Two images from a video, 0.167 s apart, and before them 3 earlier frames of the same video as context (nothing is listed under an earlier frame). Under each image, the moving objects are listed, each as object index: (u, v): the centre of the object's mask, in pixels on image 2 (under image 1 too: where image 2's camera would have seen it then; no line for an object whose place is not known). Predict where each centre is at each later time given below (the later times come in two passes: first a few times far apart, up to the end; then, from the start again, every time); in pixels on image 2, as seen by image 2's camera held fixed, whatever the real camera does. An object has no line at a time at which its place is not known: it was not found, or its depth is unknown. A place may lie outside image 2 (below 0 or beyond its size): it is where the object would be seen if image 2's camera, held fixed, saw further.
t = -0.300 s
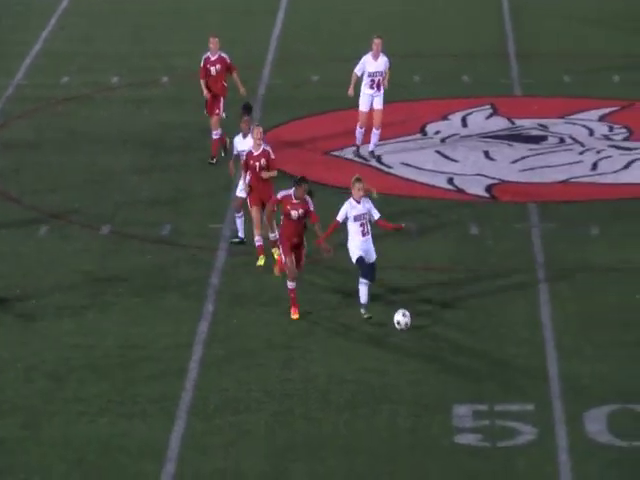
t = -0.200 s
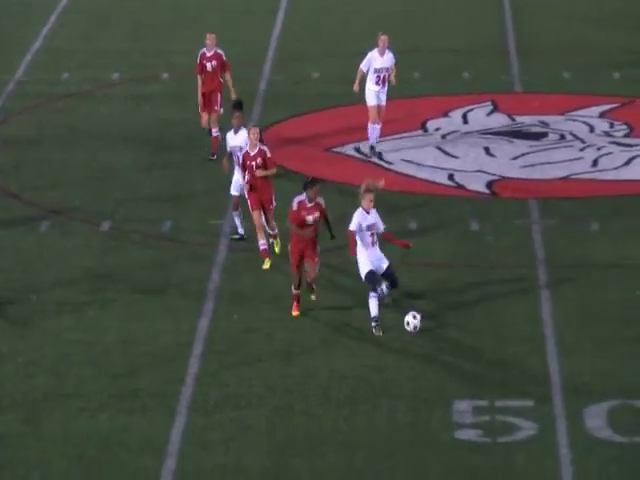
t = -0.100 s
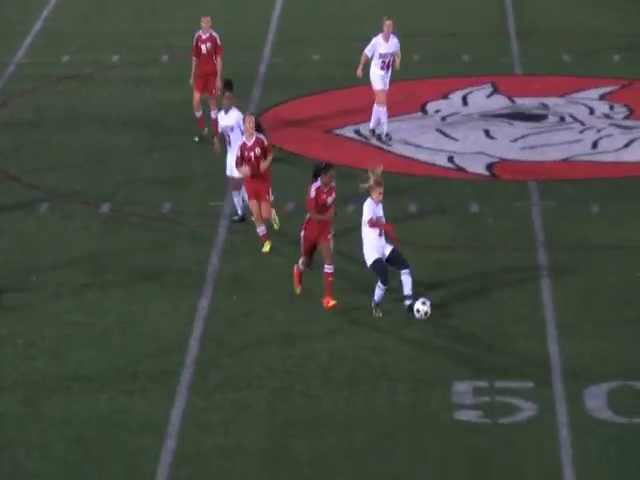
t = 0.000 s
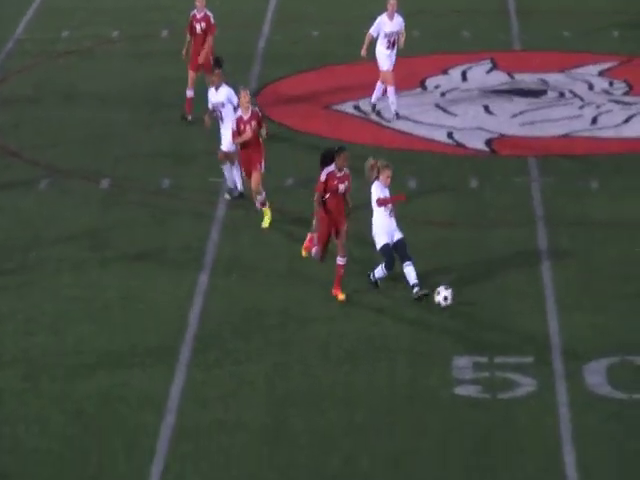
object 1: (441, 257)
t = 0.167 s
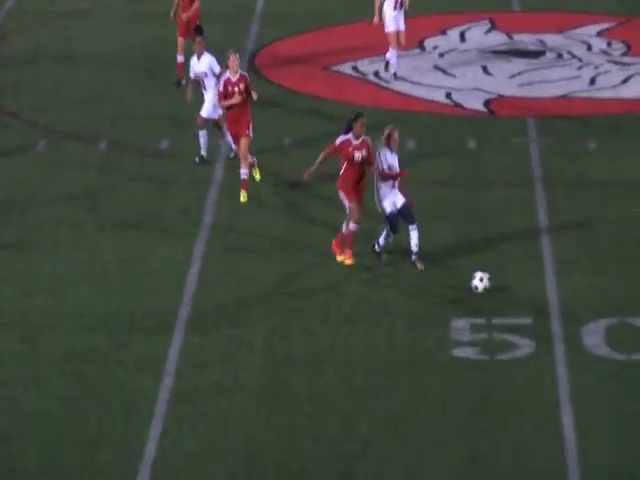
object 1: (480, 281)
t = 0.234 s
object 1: (495, 289)
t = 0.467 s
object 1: (544, 317)
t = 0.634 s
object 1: (577, 335)
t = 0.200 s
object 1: (488, 285)
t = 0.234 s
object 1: (495, 289)
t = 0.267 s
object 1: (503, 295)
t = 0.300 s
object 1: (510, 299)
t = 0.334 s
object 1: (518, 302)
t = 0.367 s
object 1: (524, 307)
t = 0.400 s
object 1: (531, 312)
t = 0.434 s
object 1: (537, 314)
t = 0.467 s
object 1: (544, 317)
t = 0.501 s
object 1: (552, 321)
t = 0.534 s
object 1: (559, 326)
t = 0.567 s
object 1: (566, 332)
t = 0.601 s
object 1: (572, 334)
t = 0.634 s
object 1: (577, 335)
